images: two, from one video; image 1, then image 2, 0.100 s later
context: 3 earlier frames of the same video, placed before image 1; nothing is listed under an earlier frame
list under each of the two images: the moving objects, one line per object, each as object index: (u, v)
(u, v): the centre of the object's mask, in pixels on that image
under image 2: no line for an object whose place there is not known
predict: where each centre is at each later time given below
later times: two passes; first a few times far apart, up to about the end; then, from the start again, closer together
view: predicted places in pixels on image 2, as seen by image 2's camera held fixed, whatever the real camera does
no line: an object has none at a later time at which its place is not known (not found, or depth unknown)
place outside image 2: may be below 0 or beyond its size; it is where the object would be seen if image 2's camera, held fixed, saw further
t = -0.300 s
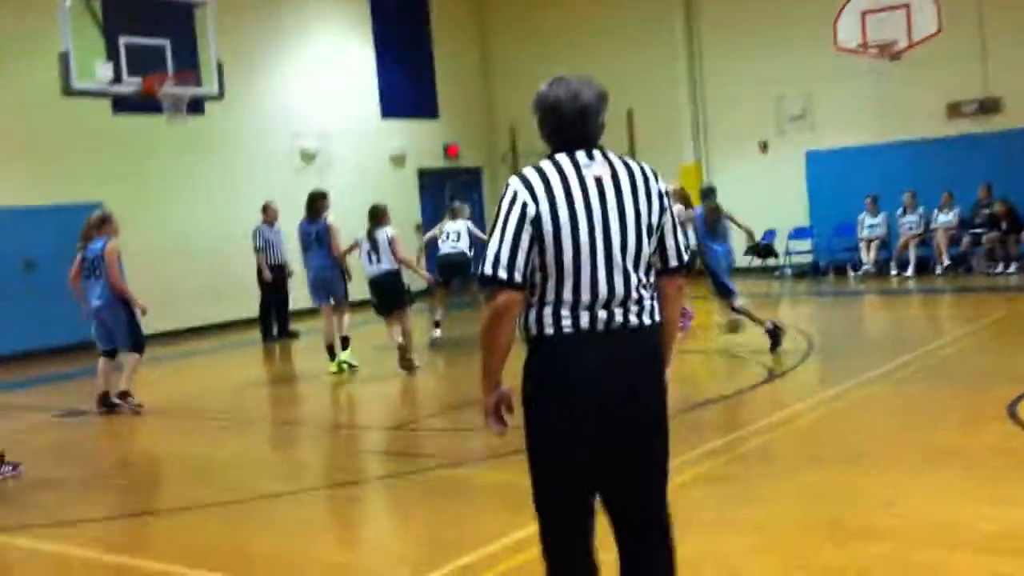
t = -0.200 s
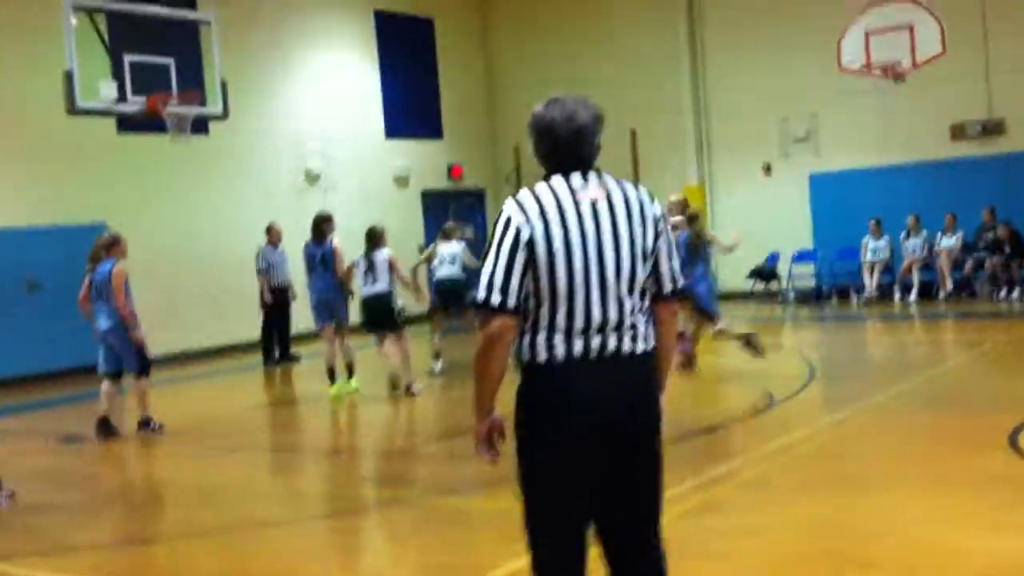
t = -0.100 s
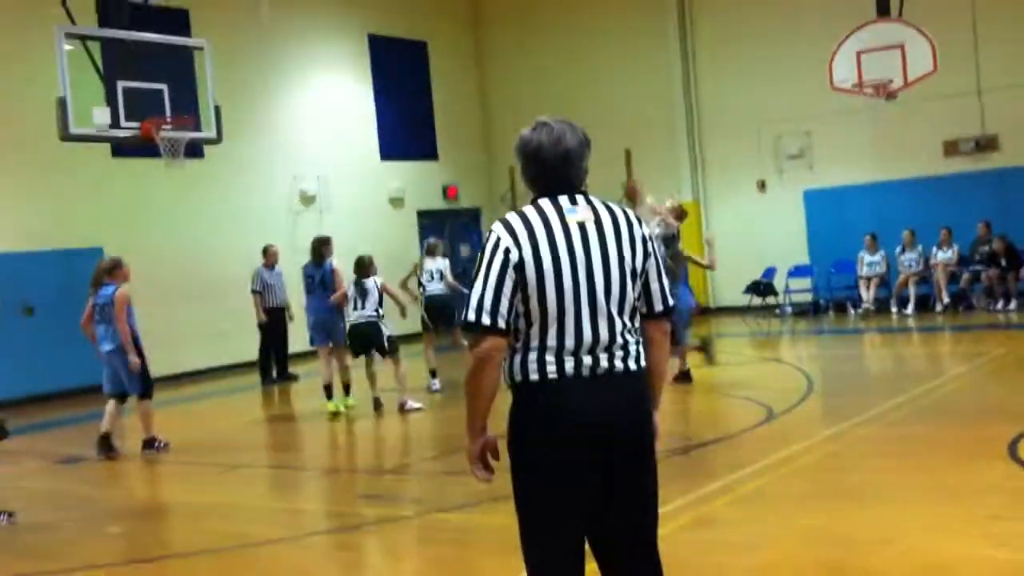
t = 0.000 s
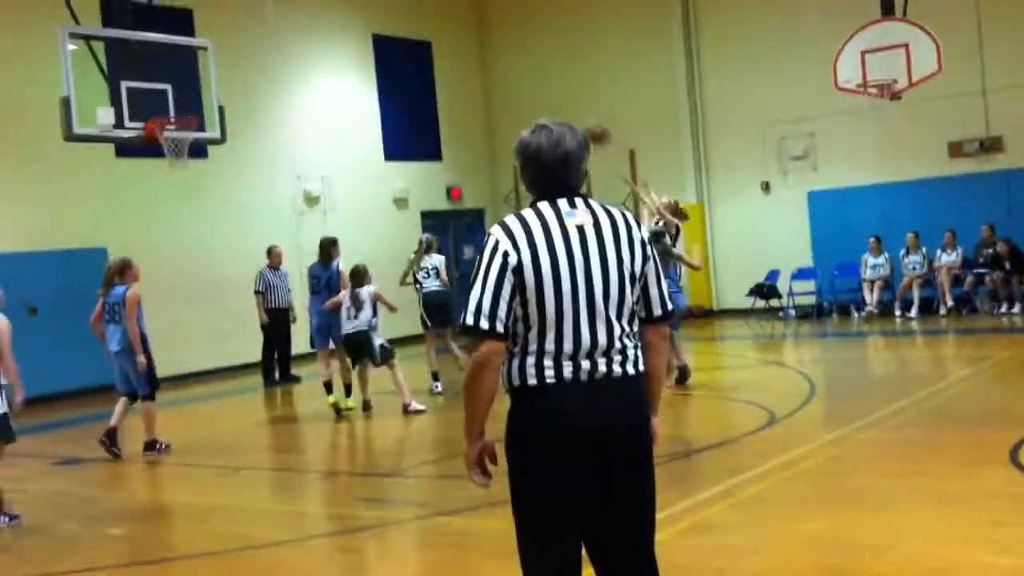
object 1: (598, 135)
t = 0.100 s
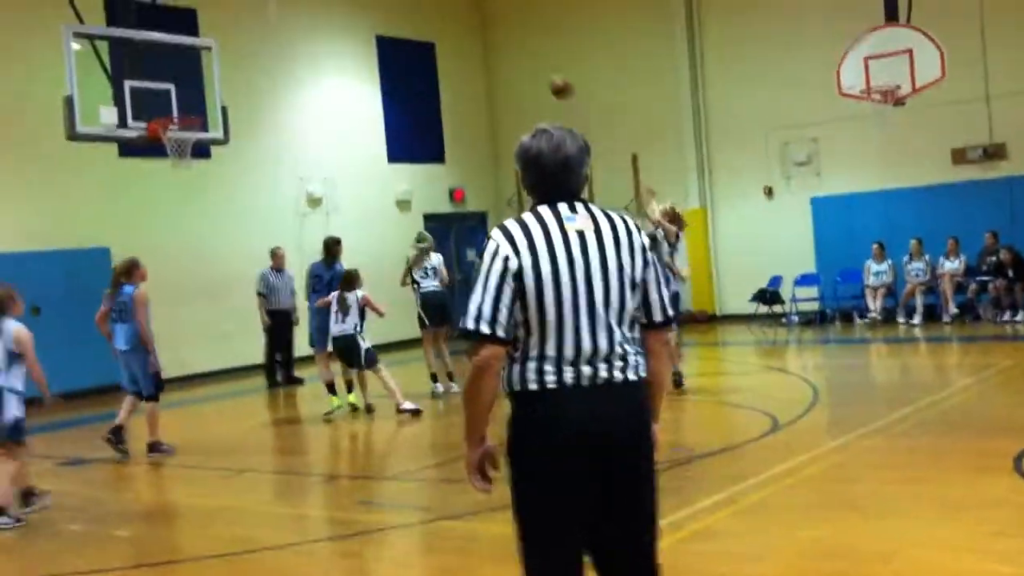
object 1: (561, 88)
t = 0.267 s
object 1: (496, 25)
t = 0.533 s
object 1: (398, -27)
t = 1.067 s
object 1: (214, 77)
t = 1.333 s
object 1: (153, 178)
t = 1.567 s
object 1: (123, 272)
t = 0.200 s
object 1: (522, 46)
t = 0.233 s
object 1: (509, 34)
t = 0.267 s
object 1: (496, 25)
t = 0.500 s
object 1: (413, -26)
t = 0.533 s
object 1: (398, -27)
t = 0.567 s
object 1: (386, -30)
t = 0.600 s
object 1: (373, -30)
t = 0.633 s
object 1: (361, -30)
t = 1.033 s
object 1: (225, 61)
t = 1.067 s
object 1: (214, 77)
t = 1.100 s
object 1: (206, 93)
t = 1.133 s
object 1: (194, 110)
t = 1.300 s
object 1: (157, 169)
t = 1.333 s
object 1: (153, 178)
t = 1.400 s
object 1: (144, 199)
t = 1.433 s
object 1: (139, 211)
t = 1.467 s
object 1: (134, 226)
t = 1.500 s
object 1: (131, 241)
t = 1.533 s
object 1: (126, 254)
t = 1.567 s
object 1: (123, 272)
